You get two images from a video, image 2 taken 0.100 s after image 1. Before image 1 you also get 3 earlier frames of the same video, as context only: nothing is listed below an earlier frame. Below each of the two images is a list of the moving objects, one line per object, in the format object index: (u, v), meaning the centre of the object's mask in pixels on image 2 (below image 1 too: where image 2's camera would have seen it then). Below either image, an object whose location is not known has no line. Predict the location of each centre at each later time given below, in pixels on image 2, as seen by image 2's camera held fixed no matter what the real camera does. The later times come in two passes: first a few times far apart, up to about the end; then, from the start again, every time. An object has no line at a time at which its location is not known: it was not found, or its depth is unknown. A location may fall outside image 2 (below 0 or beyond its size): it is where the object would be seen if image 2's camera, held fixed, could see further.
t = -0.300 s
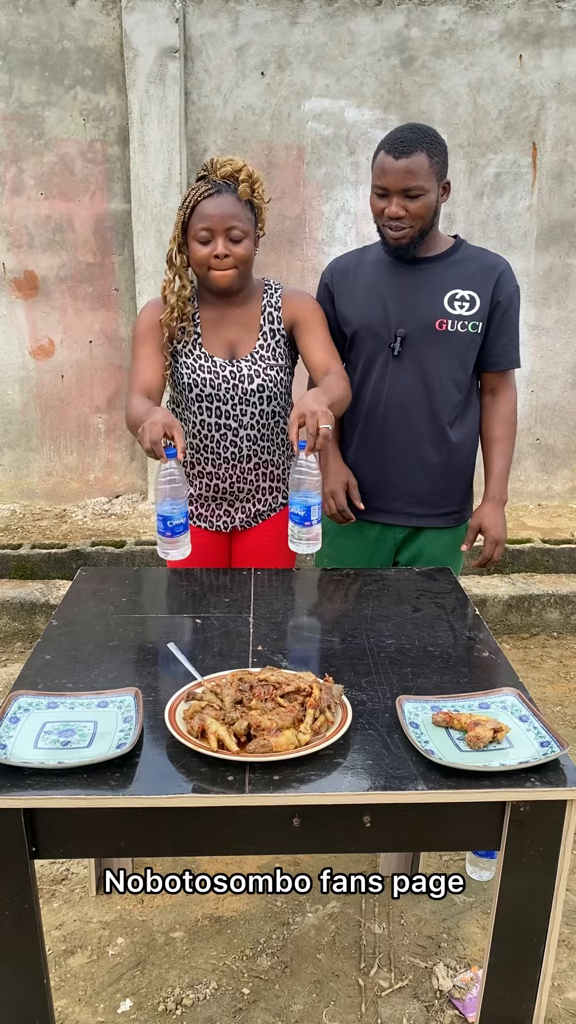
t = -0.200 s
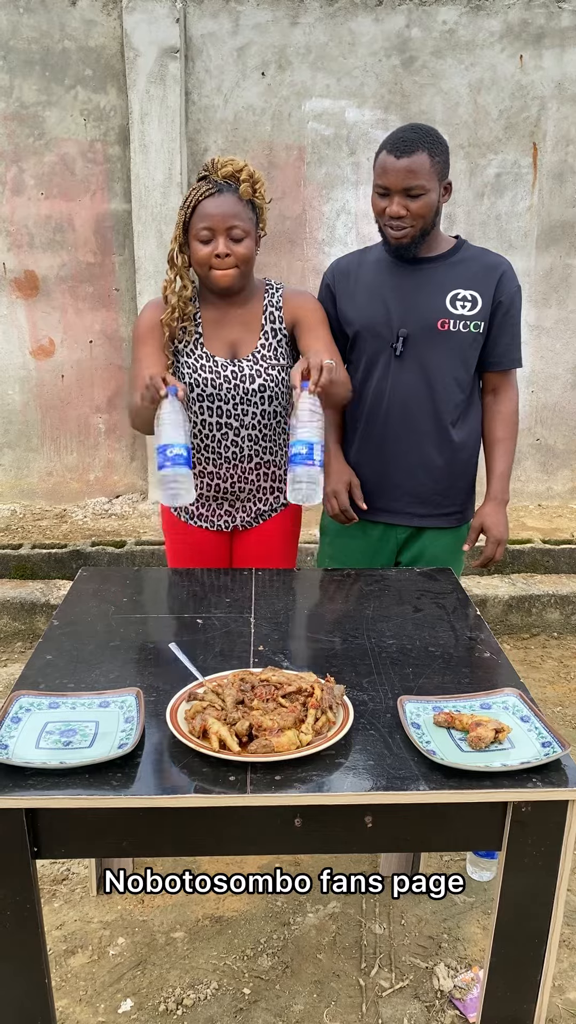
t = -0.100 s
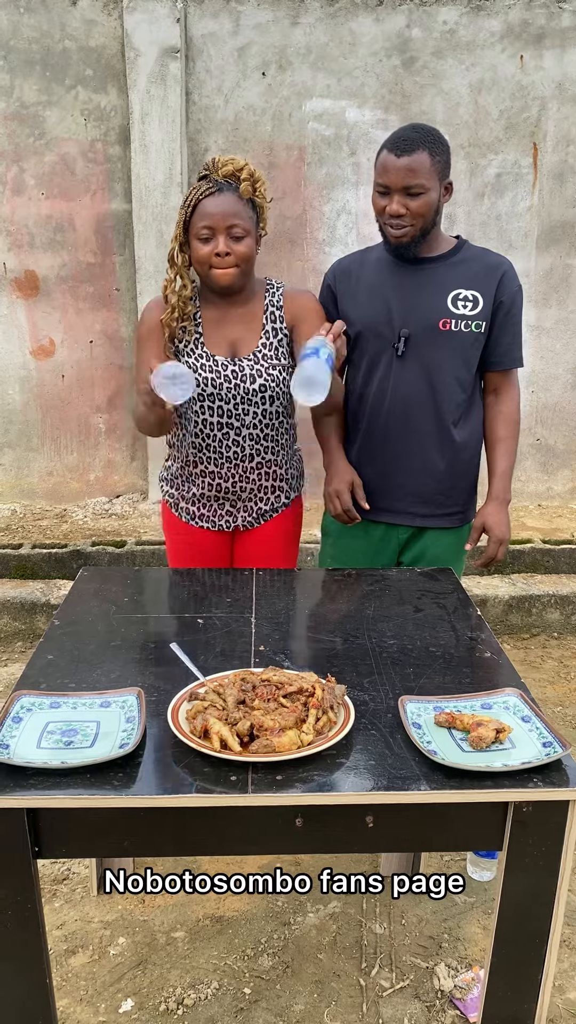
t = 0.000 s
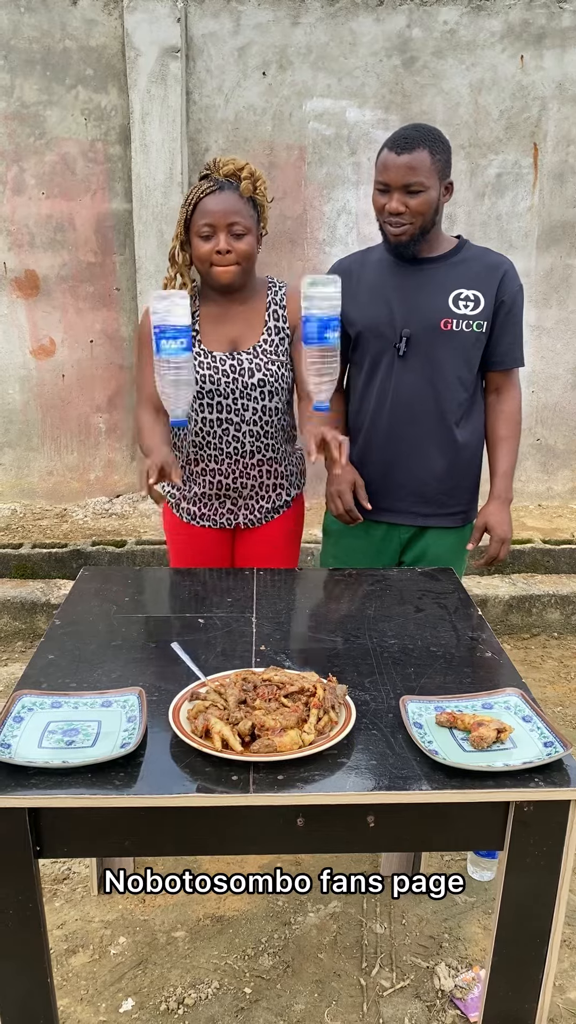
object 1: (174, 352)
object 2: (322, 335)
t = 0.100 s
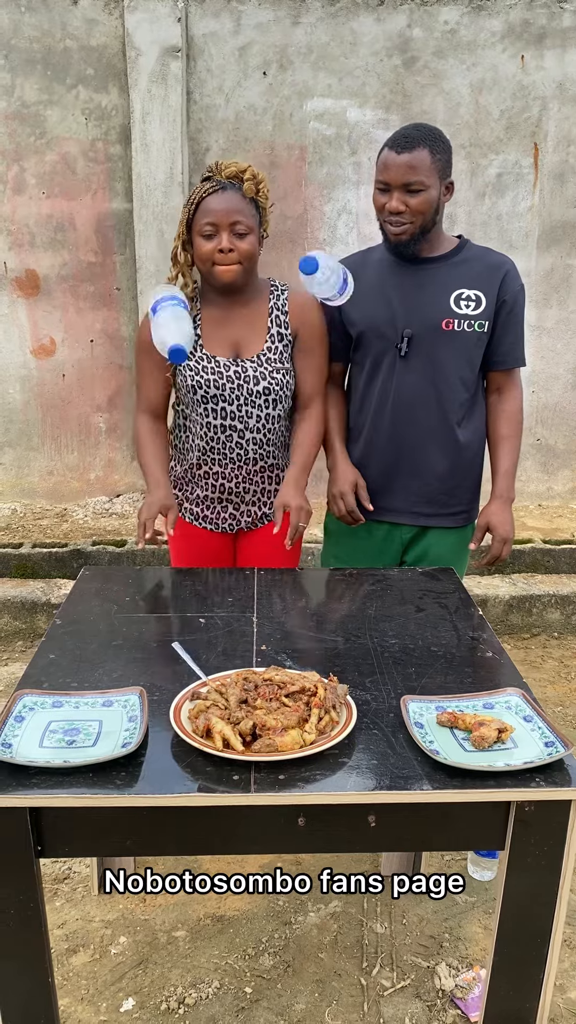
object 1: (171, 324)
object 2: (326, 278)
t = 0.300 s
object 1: (165, 463)
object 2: (333, 384)
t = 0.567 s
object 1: (143, 622)
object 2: (323, 586)
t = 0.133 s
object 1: (170, 329)
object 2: (326, 275)
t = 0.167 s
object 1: (169, 343)
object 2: (328, 281)
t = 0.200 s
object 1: (167, 364)
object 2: (330, 297)
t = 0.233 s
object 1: (167, 392)
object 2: (332, 321)
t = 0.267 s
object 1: (166, 425)
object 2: (333, 350)
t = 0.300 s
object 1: (165, 463)
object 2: (333, 384)
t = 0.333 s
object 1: (164, 507)
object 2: (332, 424)
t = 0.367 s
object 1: (163, 556)
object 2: (332, 468)
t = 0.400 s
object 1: (161, 585)
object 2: (330, 518)
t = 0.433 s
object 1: (157, 599)
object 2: (328, 569)
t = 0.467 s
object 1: (152, 622)
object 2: (330, 579)
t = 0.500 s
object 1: (149, 621)
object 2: (327, 588)
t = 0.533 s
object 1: (146, 622)
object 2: (326, 588)
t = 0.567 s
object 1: (143, 622)
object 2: (323, 586)
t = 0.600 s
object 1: (138, 622)
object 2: (322, 585)
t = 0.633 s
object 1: (132, 623)
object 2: (319, 584)
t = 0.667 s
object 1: (126, 624)
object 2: (316, 584)
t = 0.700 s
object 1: (122, 624)
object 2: (311, 583)
